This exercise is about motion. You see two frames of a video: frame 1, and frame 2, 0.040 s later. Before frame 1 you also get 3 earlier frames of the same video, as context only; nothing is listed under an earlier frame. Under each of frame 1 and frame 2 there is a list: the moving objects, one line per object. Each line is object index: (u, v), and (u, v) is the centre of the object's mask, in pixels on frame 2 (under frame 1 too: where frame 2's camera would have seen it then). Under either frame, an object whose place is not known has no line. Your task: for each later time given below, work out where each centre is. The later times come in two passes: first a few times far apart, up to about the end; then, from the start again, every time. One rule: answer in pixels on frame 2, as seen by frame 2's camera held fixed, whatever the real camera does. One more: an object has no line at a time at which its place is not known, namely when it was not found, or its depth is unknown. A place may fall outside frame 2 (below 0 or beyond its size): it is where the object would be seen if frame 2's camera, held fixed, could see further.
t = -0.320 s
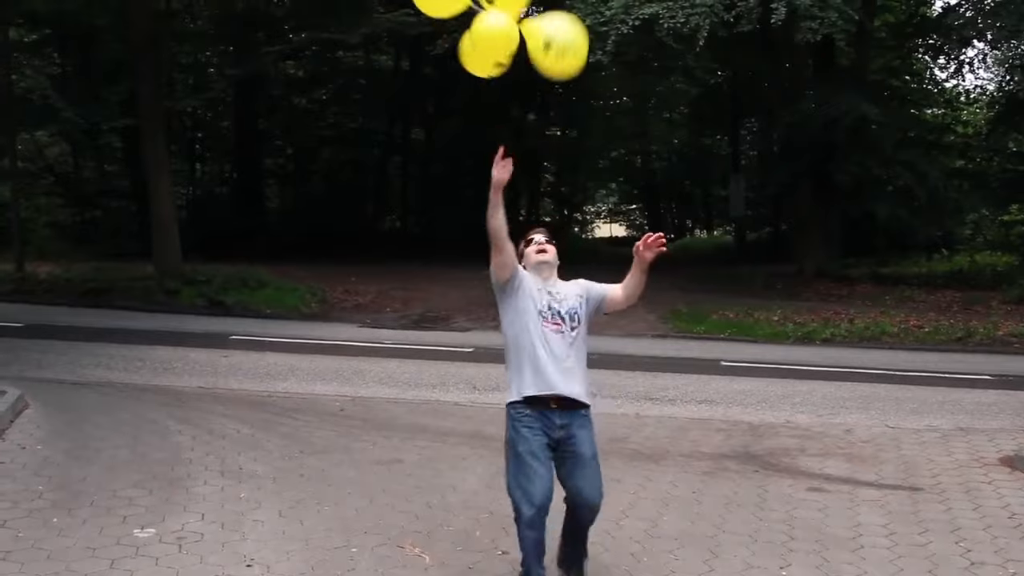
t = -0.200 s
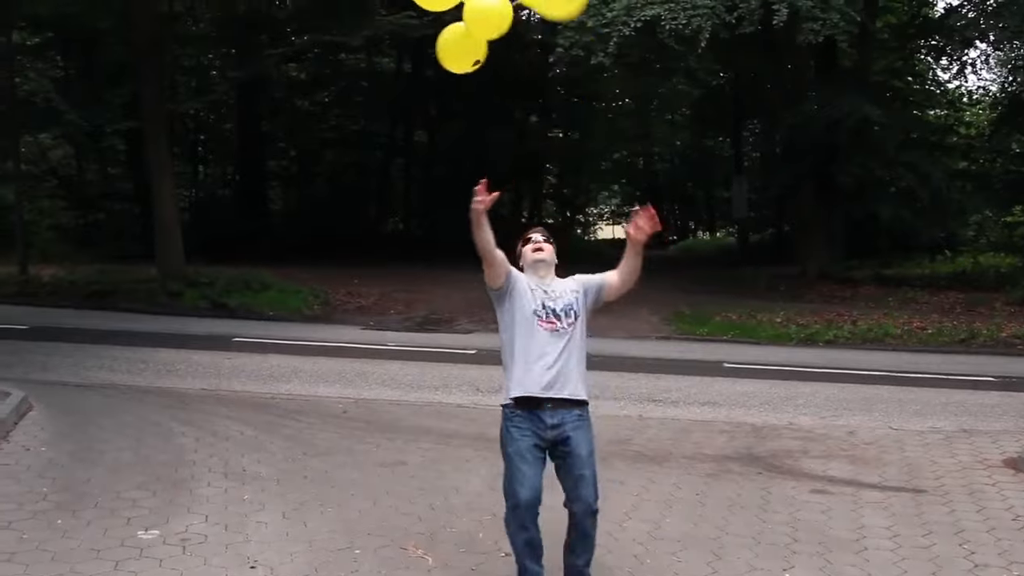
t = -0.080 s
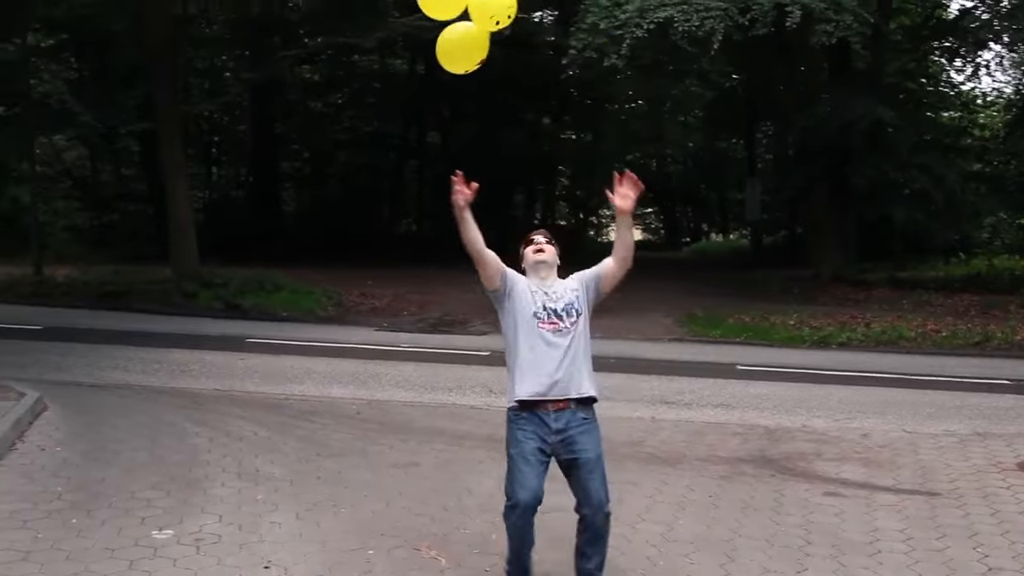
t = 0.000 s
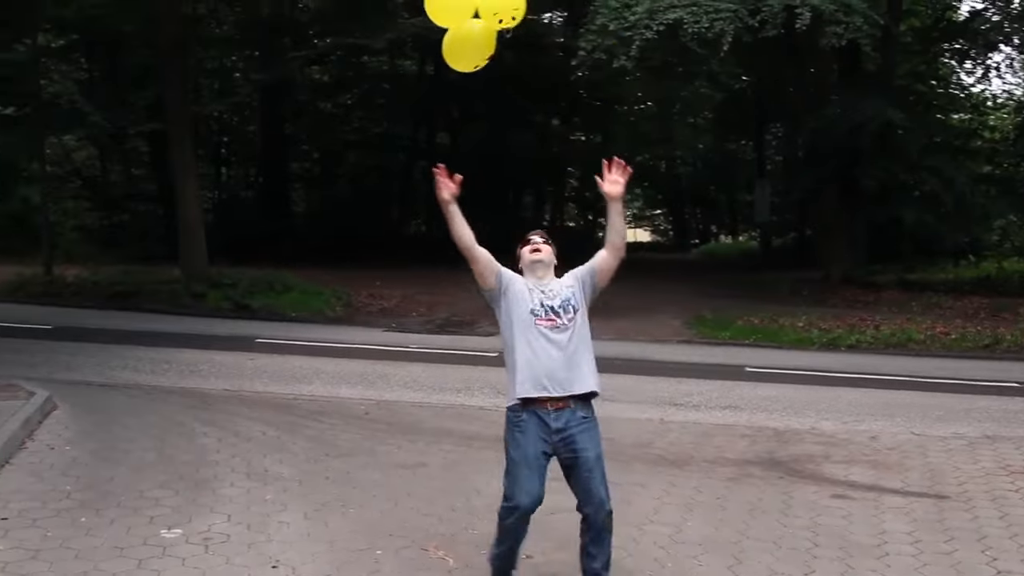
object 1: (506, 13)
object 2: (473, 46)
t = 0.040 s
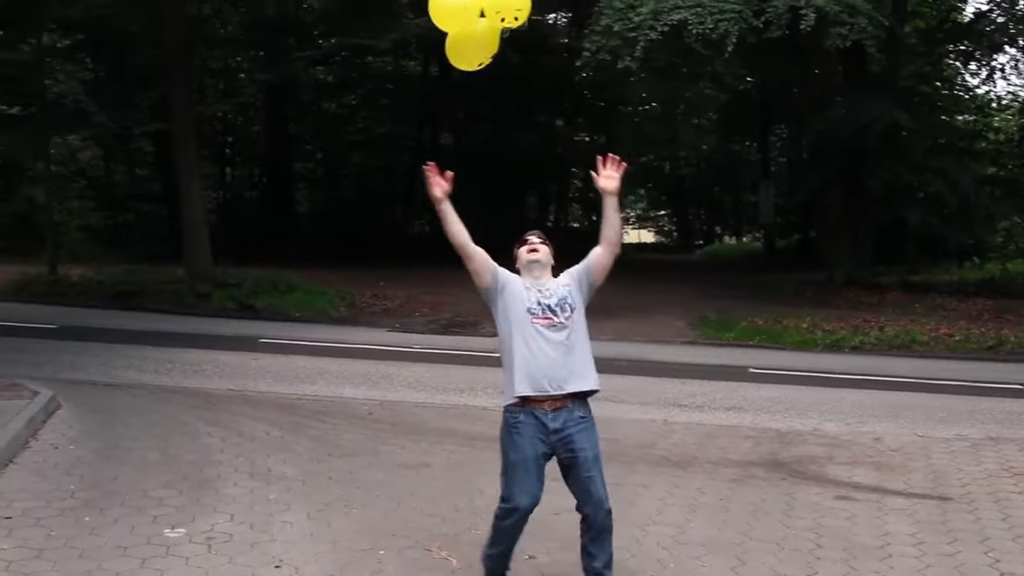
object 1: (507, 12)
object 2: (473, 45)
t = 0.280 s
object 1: (506, 5)
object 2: (472, 55)
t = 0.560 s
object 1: (510, 22)
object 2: (467, 80)
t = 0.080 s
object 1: (506, 11)
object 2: (474, 46)
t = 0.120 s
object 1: (505, 10)
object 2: (475, 47)
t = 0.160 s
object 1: (505, 9)
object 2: (475, 48)
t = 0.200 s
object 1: (508, 8)
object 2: (474, 49)
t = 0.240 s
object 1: (508, 6)
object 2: (473, 52)
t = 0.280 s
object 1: (506, 5)
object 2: (472, 55)
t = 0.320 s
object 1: (508, 4)
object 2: (472, 57)
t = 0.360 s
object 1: (511, 4)
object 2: (472, 61)
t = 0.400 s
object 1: (511, 4)
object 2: (471, 63)
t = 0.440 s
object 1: (511, 6)
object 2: (470, 67)
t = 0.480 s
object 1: (511, 9)
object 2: (470, 70)
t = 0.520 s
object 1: (511, 15)
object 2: (469, 75)
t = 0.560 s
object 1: (510, 22)
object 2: (467, 80)
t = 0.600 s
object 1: (510, 28)
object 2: (466, 84)
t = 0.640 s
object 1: (509, 37)
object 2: (463, 91)
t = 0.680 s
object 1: (507, 45)
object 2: (461, 96)
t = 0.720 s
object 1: (506, 54)
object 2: (458, 102)
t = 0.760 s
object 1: (505, 63)
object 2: (455, 110)
